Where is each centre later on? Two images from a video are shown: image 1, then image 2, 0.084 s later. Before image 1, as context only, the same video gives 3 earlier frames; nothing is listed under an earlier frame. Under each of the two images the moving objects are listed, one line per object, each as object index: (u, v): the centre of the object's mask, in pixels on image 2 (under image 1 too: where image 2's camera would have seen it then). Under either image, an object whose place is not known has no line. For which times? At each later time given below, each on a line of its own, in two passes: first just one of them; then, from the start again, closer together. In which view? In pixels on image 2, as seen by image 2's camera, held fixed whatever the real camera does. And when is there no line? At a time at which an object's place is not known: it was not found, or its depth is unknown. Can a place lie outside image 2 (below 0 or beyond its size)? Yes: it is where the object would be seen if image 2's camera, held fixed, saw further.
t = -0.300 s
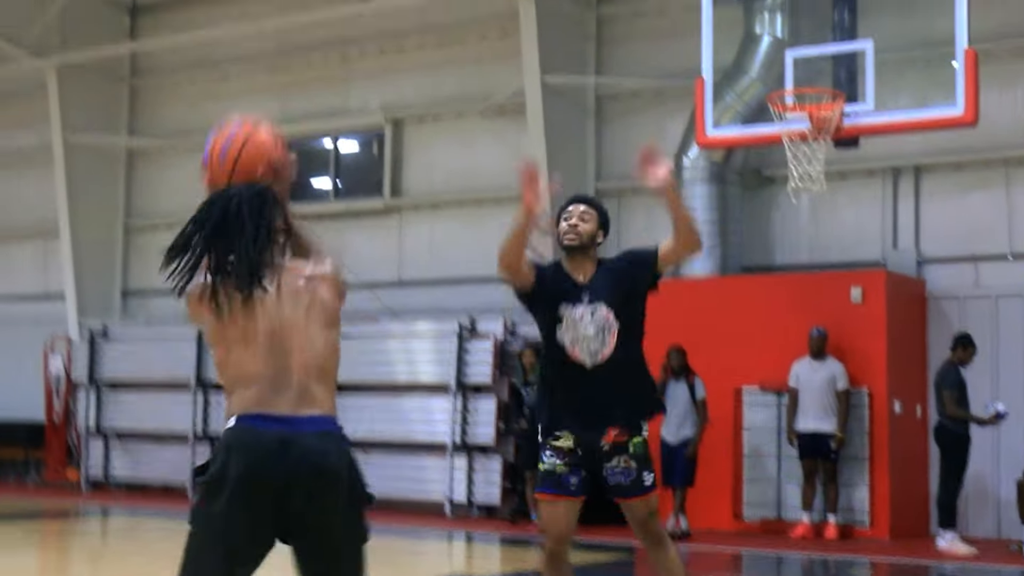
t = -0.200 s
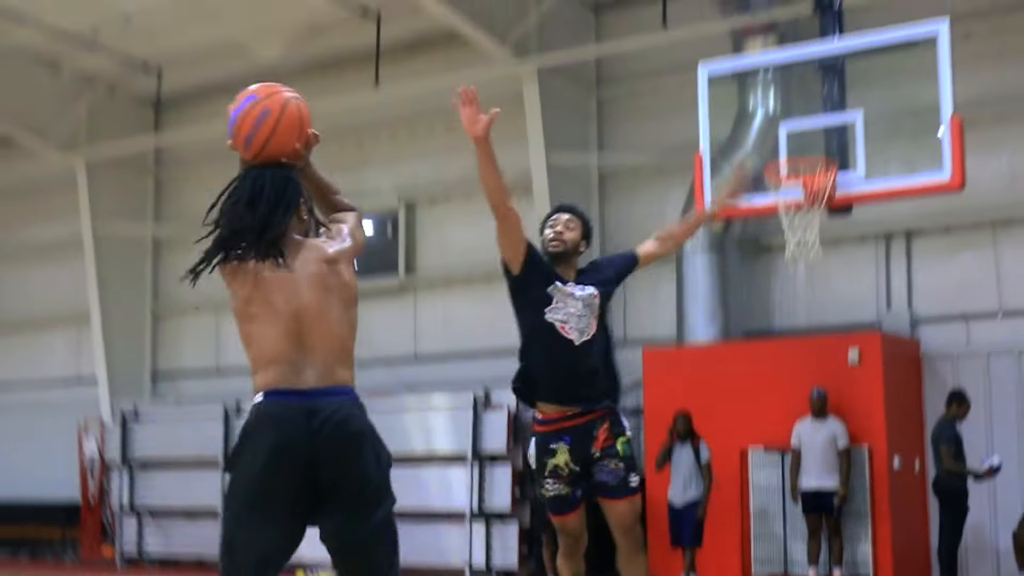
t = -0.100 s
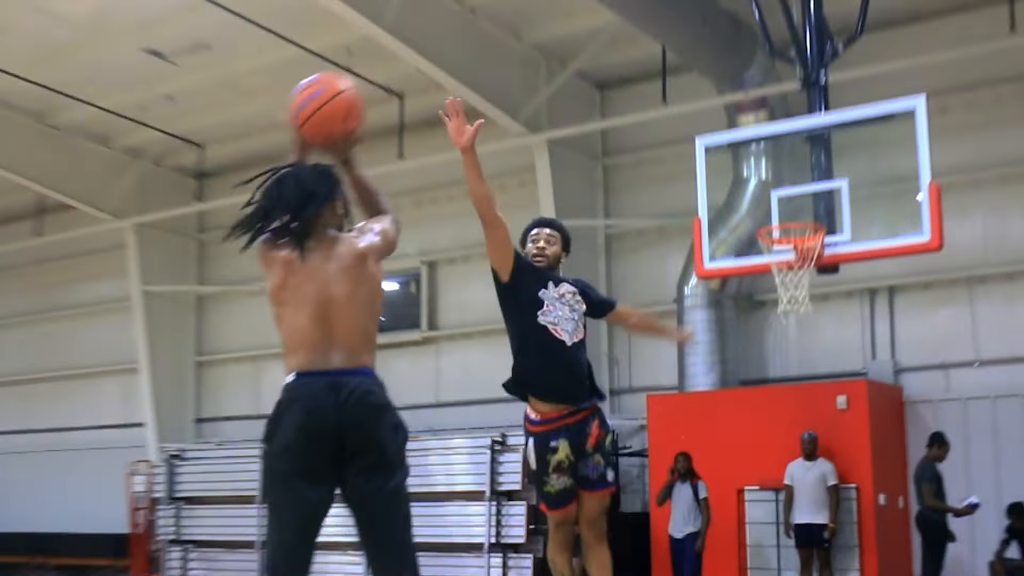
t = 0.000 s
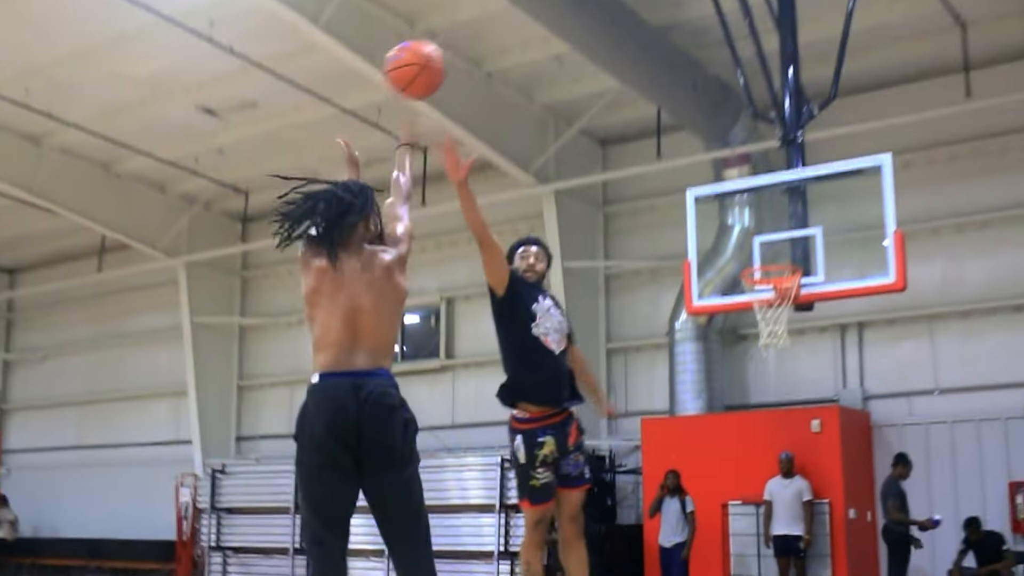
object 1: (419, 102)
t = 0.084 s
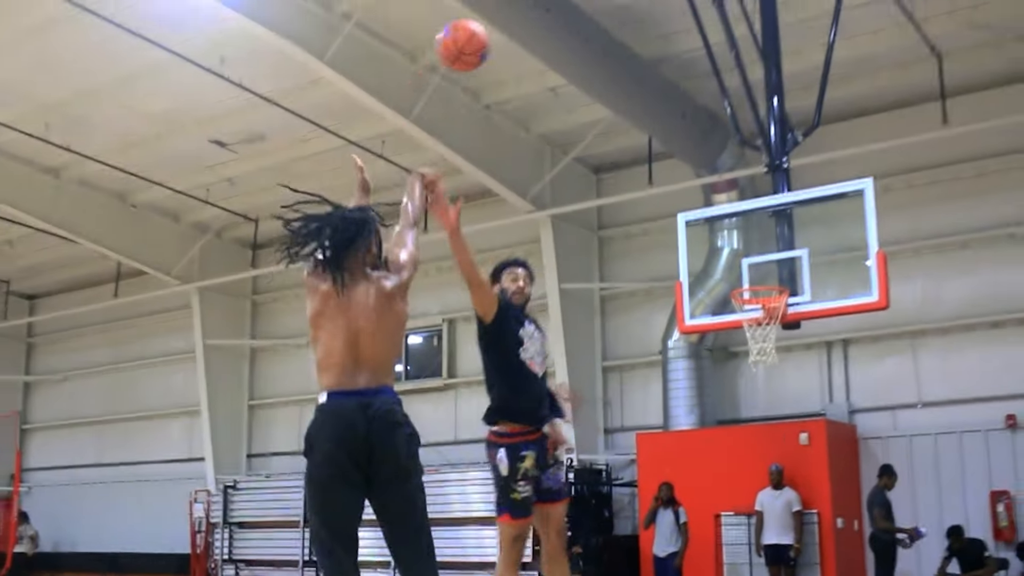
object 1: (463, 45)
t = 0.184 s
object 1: (510, 5)
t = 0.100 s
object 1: (471, 34)
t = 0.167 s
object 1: (503, 9)
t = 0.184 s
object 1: (510, 5)
